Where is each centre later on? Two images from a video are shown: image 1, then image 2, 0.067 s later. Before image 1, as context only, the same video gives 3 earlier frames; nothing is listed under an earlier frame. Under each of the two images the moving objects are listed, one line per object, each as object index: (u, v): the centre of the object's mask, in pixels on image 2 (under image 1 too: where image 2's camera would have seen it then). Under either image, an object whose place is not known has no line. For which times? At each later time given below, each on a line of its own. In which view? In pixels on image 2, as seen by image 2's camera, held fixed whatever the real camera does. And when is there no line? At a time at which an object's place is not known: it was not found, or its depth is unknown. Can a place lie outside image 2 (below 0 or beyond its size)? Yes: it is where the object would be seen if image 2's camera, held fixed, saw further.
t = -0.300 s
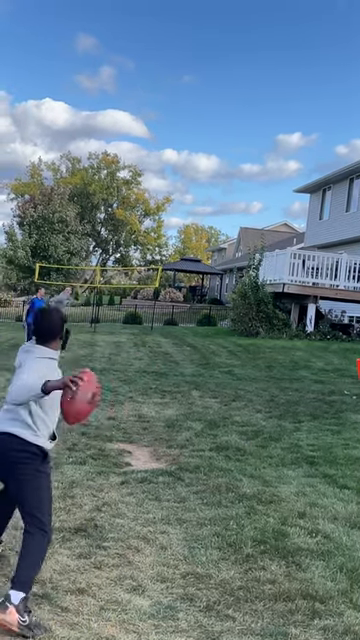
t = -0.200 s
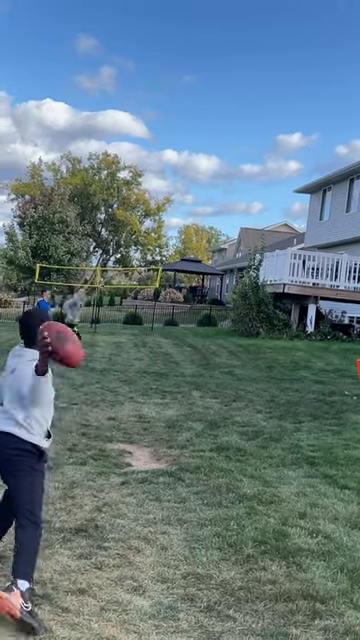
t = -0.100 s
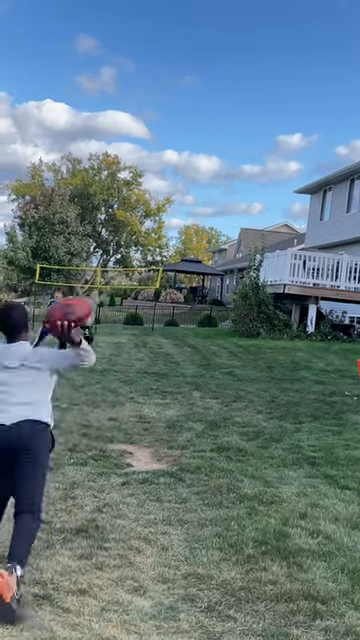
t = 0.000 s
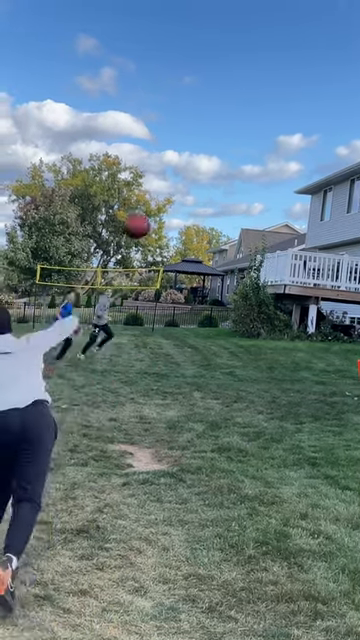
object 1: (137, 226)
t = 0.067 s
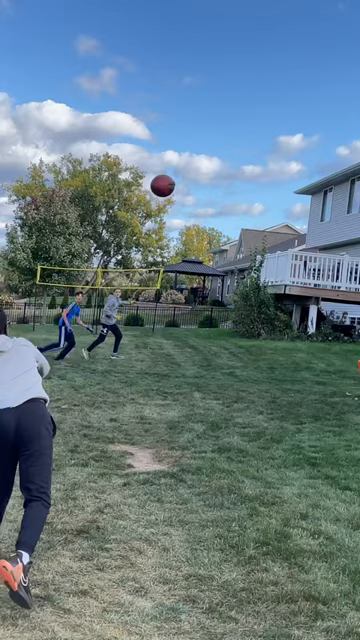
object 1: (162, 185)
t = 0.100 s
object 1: (173, 171)
